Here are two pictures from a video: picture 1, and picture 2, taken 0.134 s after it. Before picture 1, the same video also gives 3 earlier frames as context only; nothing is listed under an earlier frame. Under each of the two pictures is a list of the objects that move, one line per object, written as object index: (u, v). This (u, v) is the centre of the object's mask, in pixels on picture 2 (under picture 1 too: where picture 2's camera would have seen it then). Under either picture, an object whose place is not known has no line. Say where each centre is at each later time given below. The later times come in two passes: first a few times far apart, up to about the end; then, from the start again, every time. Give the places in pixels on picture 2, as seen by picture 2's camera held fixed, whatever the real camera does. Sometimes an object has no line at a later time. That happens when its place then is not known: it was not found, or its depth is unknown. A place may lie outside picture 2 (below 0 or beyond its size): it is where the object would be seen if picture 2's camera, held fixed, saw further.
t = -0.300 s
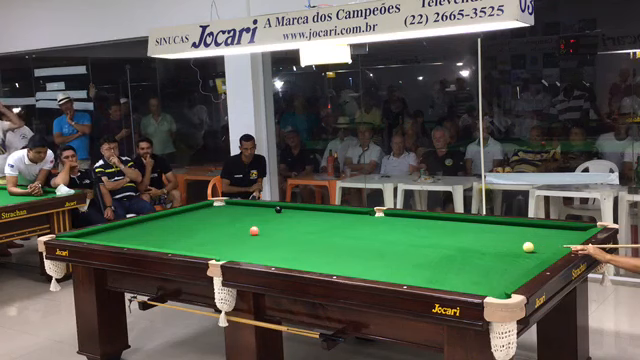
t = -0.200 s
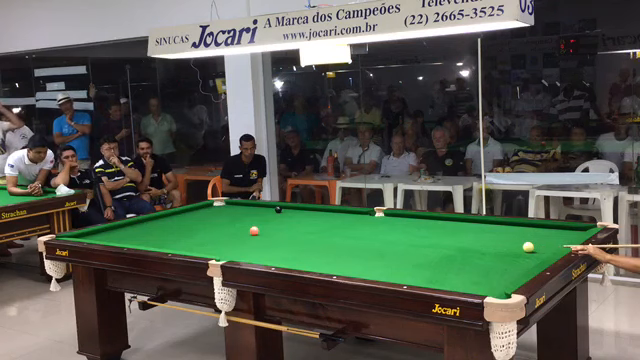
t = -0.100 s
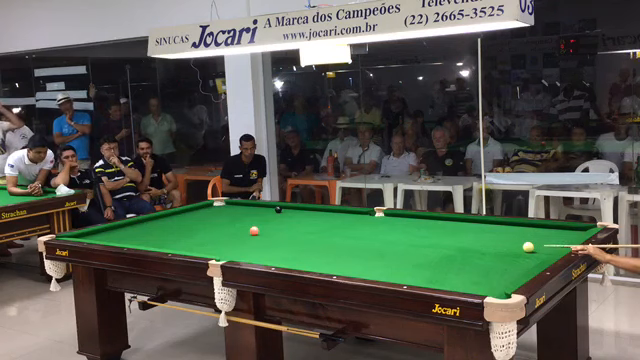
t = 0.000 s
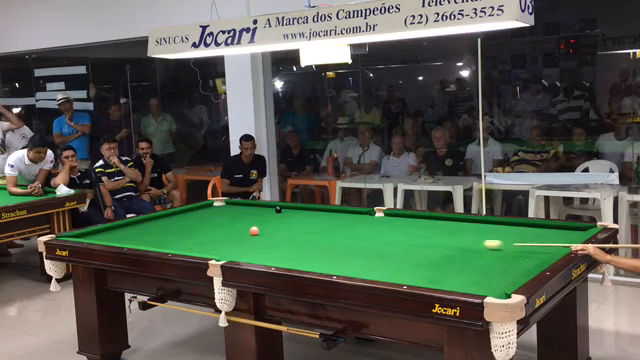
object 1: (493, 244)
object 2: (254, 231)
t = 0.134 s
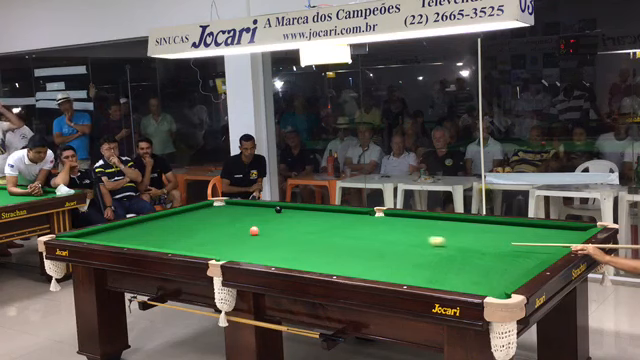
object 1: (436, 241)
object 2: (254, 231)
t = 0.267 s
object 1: (385, 238)
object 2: (254, 231)
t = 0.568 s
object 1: (283, 231)
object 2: (254, 231)
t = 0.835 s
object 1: (258, 228)
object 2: (202, 231)
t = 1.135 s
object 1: (243, 223)
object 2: (143, 231)
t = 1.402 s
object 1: (230, 219)
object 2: (96, 231)
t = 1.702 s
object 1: (218, 215)
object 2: (108, 236)
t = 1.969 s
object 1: (208, 213)
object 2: (118, 240)
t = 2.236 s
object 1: (199, 210)
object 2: (133, 243)
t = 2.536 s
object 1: (198, 208)
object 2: (159, 245)
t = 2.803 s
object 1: (209, 208)
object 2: (180, 246)
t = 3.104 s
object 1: (222, 208)
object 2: (203, 248)
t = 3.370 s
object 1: (231, 207)
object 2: (222, 249)
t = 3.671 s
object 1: (241, 207)
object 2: (243, 250)
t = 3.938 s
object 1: (248, 207)
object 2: (261, 251)
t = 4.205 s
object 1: (254, 207)
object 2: (277, 252)
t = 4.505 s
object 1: (260, 207)
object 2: (294, 253)
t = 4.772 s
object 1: (265, 206)
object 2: (308, 254)
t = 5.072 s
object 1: (268, 206)
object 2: (321, 254)
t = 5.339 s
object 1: (270, 206)
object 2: (333, 255)
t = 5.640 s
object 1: (272, 206)
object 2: (344, 256)
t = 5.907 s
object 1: (272, 206)
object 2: (352, 256)
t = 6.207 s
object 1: (272, 206)
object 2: (360, 257)
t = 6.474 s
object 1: (272, 206)
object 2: (365, 257)
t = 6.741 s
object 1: (272, 206)
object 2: (369, 257)
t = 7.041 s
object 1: (272, 206)
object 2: (371, 257)
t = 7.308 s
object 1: (272, 206)
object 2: (371, 257)
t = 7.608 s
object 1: (272, 206)
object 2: (372, 257)
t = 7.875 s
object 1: (272, 206)
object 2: (372, 257)
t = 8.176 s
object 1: (272, 206)
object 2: (372, 257)
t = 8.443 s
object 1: (272, 206)
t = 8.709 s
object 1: (272, 206)
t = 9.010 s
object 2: (372, 257)
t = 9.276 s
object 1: (273, 206)
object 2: (372, 257)
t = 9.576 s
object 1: (273, 206)
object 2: (372, 257)
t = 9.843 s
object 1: (273, 205)
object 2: (372, 257)
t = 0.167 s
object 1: (423, 240)
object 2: (254, 231)
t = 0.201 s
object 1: (410, 239)
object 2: (254, 231)
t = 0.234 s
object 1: (397, 238)
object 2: (254, 231)
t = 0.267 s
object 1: (385, 238)
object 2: (254, 231)
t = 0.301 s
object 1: (373, 237)
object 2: (254, 231)
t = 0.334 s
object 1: (361, 236)
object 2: (254, 231)
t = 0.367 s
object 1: (349, 235)
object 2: (254, 231)
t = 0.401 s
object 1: (337, 235)
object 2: (254, 231)
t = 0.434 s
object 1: (327, 234)
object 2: (254, 231)
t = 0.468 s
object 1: (315, 233)
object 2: (254, 231)
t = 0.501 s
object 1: (304, 233)
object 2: (254, 231)
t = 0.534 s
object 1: (294, 232)
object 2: (254, 231)
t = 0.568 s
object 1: (283, 231)
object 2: (254, 231)
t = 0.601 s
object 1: (273, 231)
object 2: (254, 231)
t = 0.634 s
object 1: (264, 230)
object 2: (253, 231)
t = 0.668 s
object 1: (262, 230)
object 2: (245, 230)
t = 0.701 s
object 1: (262, 230)
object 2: (235, 231)
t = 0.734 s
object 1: (262, 229)
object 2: (226, 230)
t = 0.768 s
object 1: (261, 229)
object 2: (217, 231)
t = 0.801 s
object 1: (260, 228)
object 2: (210, 230)
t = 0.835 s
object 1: (258, 228)
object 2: (202, 231)
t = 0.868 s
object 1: (256, 227)
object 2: (194, 230)
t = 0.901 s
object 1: (255, 226)
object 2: (188, 231)
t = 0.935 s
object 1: (253, 226)
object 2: (181, 231)
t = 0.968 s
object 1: (251, 225)
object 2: (174, 231)
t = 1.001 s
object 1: (249, 225)
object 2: (168, 231)
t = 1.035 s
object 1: (248, 224)
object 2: (162, 231)
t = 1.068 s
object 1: (246, 224)
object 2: (156, 231)
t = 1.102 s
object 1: (244, 223)
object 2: (150, 231)
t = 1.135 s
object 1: (243, 223)
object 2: (143, 231)
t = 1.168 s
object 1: (241, 222)
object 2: (137, 231)
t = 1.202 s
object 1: (240, 222)
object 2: (131, 231)
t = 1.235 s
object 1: (238, 221)
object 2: (125, 231)
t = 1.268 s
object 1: (237, 221)
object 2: (119, 231)
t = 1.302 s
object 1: (235, 220)
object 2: (113, 231)
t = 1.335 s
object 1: (233, 220)
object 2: (106, 231)
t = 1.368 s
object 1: (232, 219)
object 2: (101, 231)
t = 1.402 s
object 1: (230, 219)
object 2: (96, 231)
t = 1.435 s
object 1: (229, 218)
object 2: (97, 232)
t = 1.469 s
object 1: (228, 218)
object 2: (98, 232)
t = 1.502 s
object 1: (226, 218)
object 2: (100, 233)
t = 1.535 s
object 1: (225, 217)
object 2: (102, 233)
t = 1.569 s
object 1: (224, 217)
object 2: (103, 234)
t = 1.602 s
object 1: (222, 216)
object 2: (104, 235)
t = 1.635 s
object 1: (221, 216)
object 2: (106, 235)
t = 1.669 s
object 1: (219, 216)
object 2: (107, 235)
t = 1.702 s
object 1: (218, 215)
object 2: (108, 236)
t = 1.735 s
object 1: (217, 215)
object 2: (109, 237)
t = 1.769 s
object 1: (216, 215)
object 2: (111, 237)
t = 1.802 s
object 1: (214, 214)
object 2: (113, 238)
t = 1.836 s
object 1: (213, 214)
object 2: (114, 239)
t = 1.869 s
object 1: (212, 213)
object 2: (114, 239)
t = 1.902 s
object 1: (211, 213)
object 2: (116, 239)
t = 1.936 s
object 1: (209, 213)
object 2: (117, 240)
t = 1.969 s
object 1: (208, 213)
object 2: (118, 240)
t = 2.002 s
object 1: (207, 212)
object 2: (120, 241)
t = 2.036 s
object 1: (206, 212)
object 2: (121, 241)
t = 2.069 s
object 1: (205, 212)
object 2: (123, 241)
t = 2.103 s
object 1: (204, 211)
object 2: (124, 242)
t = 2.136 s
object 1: (203, 211)
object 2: (125, 242)
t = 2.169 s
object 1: (202, 211)
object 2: (128, 242)
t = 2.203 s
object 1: (200, 210)
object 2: (130, 243)
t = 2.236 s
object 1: (199, 210)
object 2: (133, 243)
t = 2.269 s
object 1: (198, 210)
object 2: (136, 243)
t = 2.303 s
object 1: (197, 209)
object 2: (139, 243)
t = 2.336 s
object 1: (196, 209)
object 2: (142, 244)
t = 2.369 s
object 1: (195, 209)
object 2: (144, 244)
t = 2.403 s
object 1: (194, 208)
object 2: (148, 244)
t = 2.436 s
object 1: (193, 208)
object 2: (150, 244)
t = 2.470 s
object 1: (194, 208)
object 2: (153, 245)
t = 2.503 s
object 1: (196, 208)
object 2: (156, 245)
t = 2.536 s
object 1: (198, 208)
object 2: (159, 245)
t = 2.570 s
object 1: (199, 208)
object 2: (161, 245)
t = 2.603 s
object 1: (201, 208)
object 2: (164, 245)
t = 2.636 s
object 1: (202, 208)
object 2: (167, 245)
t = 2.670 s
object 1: (204, 208)
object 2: (169, 246)
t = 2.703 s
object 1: (205, 208)
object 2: (172, 246)
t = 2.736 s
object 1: (206, 208)
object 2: (174, 246)
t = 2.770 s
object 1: (208, 208)
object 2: (177, 246)
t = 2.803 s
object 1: (209, 208)
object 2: (180, 246)
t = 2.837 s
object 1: (211, 207)
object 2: (183, 247)
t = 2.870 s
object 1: (212, 208)
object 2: (185, 247)
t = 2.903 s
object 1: (213, 208)
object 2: (188, 247)
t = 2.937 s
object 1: (215, 208)
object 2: (190, 248)
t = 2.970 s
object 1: (216, 208)
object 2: (193, 248)
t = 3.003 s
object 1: (218, 207)
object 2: (196, 248)
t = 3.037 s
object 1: (219, 207)
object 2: (198, 248)
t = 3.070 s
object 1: (220, 208)
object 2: (201, 248)
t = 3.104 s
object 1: (222, 208)
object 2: (203, 248)
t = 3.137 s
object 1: (223, 207)
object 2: (205, 248)
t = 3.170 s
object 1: (224, 207)
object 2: (208, 249)
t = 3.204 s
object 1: (225, 208)
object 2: (210, 249)
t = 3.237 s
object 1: (226, 208)
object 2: (213, 249)
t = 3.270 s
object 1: (228, 208)
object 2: (215, 249)
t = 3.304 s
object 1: (229, 207)
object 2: (218, 249)
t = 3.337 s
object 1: (230, 207)
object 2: (220, 249)
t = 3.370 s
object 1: (231, 207)
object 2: (222, 249)
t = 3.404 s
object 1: (232, 208)
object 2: (225, 249)
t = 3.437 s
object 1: (233, 208)
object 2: (227, 249)
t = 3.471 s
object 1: (234, 208)
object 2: (230, 249)
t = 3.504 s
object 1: (235, 208)
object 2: (232, 250)
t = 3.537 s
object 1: (236, 207)
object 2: (234, 250)
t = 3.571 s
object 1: (237, 207)
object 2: (237, 250)
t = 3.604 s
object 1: (239, 207)
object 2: (239, 250)
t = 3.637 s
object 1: (240, 207)
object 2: (241, 250)
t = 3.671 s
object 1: (241, 207)
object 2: (243, 250)
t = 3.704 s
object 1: (242, 207)
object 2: (245, 250)
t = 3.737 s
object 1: (243, 207)
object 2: (248, 250)
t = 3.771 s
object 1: (244, 207)
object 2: (250, 251)
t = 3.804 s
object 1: (244, 207)
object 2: (252, 251)
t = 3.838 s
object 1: (245, 207)
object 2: (254, 251)
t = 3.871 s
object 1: (246, 207)
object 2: (256, 251)
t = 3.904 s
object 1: (247, 207)
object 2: (258, 251)
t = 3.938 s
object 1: (248, 207)
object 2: (261, 251)
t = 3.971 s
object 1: (249, 207)
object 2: (263, 251)
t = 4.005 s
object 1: (250, 207)
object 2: (265, 251)
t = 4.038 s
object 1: (250, 207)
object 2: (267, 251)
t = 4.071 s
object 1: (251, 207)
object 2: (269, 251)
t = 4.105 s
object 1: (252, 207)
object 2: (271, 252)
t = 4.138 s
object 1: (253, 207)
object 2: (273, 252)
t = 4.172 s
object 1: (253, 207)
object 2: (275, 252)
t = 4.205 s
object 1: (254, 207)
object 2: (277, 252)
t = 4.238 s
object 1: (255, 207)
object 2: (279, 252)
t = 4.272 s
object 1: (256, 207)
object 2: (281, 252)
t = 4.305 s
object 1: (257, 207)
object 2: (283, 252)
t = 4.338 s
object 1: (257, 207)
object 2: (285, 253)
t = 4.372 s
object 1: (258, 207)
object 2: (287, 253)
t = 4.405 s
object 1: (259, 207)
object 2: (289, 253)
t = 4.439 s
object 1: (259, 207)
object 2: (290, 253)
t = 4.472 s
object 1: (260, 207)
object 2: (292, 253)
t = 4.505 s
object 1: (260, 207)
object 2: (294, 253)
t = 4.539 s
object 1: (261, 207)
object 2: (296, 253)
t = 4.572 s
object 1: (262, 207)
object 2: (298, 253)
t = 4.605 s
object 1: (262, 207)
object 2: (300, 253)
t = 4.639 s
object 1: (263, 207)
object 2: (301, 253)
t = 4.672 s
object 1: (263, 207)
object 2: (303, 254)
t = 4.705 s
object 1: (264, 207)
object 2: (305, 254)
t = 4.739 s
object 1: (264, 207)
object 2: (306, 254)
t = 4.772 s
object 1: (265, 206)
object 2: (308, 254)
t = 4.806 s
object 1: (265, 207)
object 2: (310, 254)
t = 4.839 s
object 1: (266, 206)
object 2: (311, 254)
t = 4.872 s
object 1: (266, 207)
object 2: (313, 254)
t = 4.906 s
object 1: (267, 206)
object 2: (314, 254)
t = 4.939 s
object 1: (267, 206)
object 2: (316, 254)
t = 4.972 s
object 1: (267, 207)
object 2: (317, 254)
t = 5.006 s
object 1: (267, 206)
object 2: (319, 254)
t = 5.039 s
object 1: (268, 206)
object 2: (320, 254)
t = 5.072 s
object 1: (268, 206)
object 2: (321, 254)
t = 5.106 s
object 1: (269, 206)
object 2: (323, 255)
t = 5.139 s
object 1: (269, 206)
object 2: (325, 255)
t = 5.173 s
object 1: (270, 206)
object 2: (326, 255)
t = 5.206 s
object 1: (270, 206)
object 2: (328, 255)
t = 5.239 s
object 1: (270, 206)
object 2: (329, 255)
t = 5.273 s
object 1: (270, 206)
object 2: (330, 255)
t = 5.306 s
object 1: (270, 206)
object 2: (332, 255)
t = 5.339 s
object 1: (270, 206)
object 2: (333, 255)
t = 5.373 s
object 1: (271, 206)
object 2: (334, 255)
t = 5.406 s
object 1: (271, 206)
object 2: (335, 255)
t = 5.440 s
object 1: (271, 206)
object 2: (336, 256)
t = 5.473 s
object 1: (271, 206)
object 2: (338, 255)
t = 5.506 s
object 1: (272, 206)
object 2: (339, 255)
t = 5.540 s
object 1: (272, 206)
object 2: (340, 256)
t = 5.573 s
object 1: (272, 206)
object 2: (342, 256)
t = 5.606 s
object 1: (272, 206)
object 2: (342, 256)
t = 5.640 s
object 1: (272, 206)
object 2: (344, 256)
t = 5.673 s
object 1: (272, 206)
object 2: (345, 256)
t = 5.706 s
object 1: (272, 206)
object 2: (345, 256)
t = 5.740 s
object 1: (272, 206)
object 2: (347, 256)
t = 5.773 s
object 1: (272, 206)
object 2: (348, 256)
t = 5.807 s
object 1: (272, 206)
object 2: (349, 256)
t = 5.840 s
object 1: (272, 206)
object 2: (350, 256)
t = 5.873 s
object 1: (272, 206)
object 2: (351, 257)
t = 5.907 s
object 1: (272, 206)
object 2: (352, 256)
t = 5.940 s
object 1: (272, 206)
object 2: (352, 256)
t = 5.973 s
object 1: (272, 206)
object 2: (354, 256)
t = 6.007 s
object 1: (272, 206)
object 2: (354, 256)
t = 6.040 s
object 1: (272, 206)
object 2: (355, 256)
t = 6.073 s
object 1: (272, 206)
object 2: (356, 257)
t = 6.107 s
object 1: (272, 206)
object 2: (357, 257)
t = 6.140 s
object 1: (272, 206)
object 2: (358, 257)
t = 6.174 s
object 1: (272, 206)
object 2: (359, 257)
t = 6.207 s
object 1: (272, 206)
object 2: (360, 257)
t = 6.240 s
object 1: (272, 206)
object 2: (360, 257)
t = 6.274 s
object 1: (272, 206)
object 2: (361, 257)
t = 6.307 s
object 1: (272, 206)
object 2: (362, 257)
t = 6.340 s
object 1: (272, 206)
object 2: (363, 257)
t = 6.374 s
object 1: (272, 206)
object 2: (362, 257)
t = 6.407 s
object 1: (272, 206)
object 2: (364, 257)
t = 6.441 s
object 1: (272, 206)
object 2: (364, 257)
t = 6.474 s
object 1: (272, 206)
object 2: (365, 257)
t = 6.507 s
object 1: (272, 206)
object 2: (365, 257)
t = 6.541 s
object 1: (272, 206)
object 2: (365, 257)
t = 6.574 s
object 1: (272, 206)
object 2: (367, 257)
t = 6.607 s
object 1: (272, 206)
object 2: (367, 257)
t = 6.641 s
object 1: (272, 206)
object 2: (368, 257)
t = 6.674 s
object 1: (272, 206)
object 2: (368, 257)
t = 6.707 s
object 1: (272, 206)
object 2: (368, 257)
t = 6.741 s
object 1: (272, 206)
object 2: (369, 257)
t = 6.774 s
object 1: (272, 206)
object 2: (369, 257)
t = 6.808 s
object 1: (272, 206)
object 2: (369, 257)
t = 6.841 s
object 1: (272, 206)
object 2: (369, 257)
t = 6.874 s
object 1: (272, 206)
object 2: (370, 257)
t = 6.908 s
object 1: (272, 206)
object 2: (370, 257)
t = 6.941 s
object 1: (272, 206)
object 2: (370, 257)
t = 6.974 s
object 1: (272, 206)
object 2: (371, 257)
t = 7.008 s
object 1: (272, 206)
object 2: (371, 257)
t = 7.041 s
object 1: (272, 206)
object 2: (371, 257)
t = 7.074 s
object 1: (272, 206)
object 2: (371, 257)
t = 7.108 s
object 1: (272, 206)
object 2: (371, 257)
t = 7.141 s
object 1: (272, 206)
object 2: (371, 257)
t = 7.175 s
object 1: (272, 206)
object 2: (371, 257)
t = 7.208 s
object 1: (272, 206)
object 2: (371, 257)
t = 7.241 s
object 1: (272, 206)
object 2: (371, 257)
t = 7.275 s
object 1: (272, 206)
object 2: (371, 257)
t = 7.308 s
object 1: (272, 206)
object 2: (371, 257)
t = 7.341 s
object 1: (272, 206)
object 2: (371, 257)
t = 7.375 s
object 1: (272, 206)
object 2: (371, 257)
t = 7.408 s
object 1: (272, 206)
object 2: (371, 257)
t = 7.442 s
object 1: (272, 206)
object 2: (372, 257)
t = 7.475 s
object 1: (272, 206)
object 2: (372, 257)
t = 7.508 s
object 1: (272, 206)
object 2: (372, 257)
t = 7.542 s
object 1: (272, 206)
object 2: (371, 257)
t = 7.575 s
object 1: (272, 206)
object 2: (371, 257)
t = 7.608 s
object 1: (272, 206)
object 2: (372, 257)
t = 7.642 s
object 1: (272, 206)
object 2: (372, 257)
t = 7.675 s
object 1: (272, 206)
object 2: (372, 257)
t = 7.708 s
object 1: (272, 206)
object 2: (372, 257)
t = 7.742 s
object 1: (272, 206)
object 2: (372, 257)
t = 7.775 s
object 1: (272, 206)
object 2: (372, 257)
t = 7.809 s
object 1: (272, 206)
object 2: (372, 257)
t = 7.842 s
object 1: (272, 206)
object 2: (372, 257)
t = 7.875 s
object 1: (272, 206)
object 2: (372, 257)
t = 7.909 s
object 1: (272, 206)
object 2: (372, 257)
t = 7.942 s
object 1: (272, 206)
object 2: (372, 257)
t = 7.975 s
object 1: (272, 206)
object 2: (372, 257)
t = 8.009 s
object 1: (272, 206)
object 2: (371, 257)
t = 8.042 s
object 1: (272, 206)
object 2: (371, 257)
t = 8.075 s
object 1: (272, 206)
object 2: (372, 257)
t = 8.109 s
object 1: (272, 206)
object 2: (372, 257)
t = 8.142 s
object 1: (272, 206)
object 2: (372, 257)
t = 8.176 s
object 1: (272, 206)
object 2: (372, 257)
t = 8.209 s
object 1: (272, 206)
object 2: (371, 257)
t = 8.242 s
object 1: (272, 206)
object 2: (371, 257)
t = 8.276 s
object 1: (272, 206)
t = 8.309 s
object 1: (272, 206)
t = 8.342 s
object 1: (272, 206)
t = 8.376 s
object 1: (272, 206)
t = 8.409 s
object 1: (272, 206)
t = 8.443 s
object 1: (272, 206)
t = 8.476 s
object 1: (272, 206)
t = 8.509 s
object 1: (272, 206)
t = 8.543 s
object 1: (272, 206)
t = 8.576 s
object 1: (272, 206)
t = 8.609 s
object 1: (272, 206)
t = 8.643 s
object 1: (272, 206)
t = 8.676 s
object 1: (272, 206)
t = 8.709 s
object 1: (272, 206)
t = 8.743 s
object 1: (272, 206)
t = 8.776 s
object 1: (273, 206)
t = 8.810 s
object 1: (272, 206)
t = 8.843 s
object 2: (372, 257)
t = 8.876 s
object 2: (372, 257)
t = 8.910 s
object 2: (372, 257)
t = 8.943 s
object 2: (372, 257)
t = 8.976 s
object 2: (372, 257)
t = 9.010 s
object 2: (372, 257)
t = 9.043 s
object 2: (372, 257)
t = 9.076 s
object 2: (372, 257)
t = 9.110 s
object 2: (372, 257)
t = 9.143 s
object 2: (372, 257)
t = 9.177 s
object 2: (372, 257)
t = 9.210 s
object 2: (372, 257)
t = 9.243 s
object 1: (273, 206)
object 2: (372, 257)
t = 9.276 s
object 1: (273, 206)
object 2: (372, 257)
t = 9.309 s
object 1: (273, 206)
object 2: (372, 257)
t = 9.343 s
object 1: (273, 206)
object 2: (372, 257)
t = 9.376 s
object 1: (273, 206)
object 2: (372, 257)
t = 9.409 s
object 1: (273, 206)
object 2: (372, 257)
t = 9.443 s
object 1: (273, 206)
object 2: (372, 257)
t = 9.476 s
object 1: (273, 206)
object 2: (371, 257)
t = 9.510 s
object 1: (273, 206)
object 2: (372, 257)
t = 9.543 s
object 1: (273, 206)
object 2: (372, 257)
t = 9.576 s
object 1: (273, 206)
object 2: (372, 257)
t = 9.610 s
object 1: (273, 206)
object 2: (372, 257)
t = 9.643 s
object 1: (273, 206)
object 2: (371, 257)
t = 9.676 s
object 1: (273, 206)
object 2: (372, 257)
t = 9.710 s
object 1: (273, 206)
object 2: (371, 257)
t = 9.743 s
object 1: (273, 206)
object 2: (372, 257)
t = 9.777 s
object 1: (273, 206)
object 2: (372, 257)
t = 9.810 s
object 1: (273, 205)
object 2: (372, 257)
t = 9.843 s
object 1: (273, 205)
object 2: (372, 257)
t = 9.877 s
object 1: (273, 205)
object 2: (372, 257)
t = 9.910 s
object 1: (273, 206)
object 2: (372, 257)
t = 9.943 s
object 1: (273, 206)
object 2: (372, 257)
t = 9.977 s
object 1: (273, 206)
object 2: (372, 257)
